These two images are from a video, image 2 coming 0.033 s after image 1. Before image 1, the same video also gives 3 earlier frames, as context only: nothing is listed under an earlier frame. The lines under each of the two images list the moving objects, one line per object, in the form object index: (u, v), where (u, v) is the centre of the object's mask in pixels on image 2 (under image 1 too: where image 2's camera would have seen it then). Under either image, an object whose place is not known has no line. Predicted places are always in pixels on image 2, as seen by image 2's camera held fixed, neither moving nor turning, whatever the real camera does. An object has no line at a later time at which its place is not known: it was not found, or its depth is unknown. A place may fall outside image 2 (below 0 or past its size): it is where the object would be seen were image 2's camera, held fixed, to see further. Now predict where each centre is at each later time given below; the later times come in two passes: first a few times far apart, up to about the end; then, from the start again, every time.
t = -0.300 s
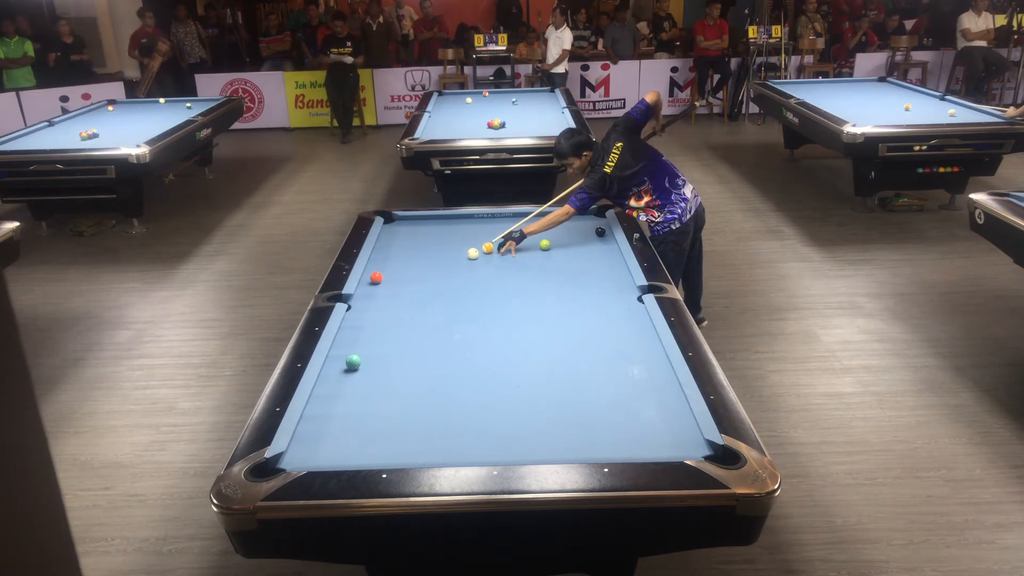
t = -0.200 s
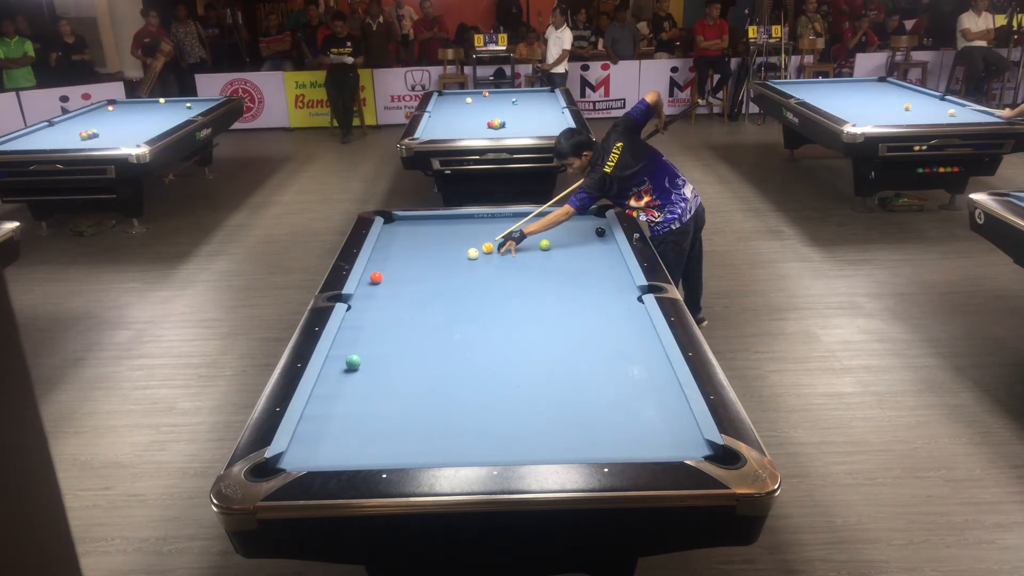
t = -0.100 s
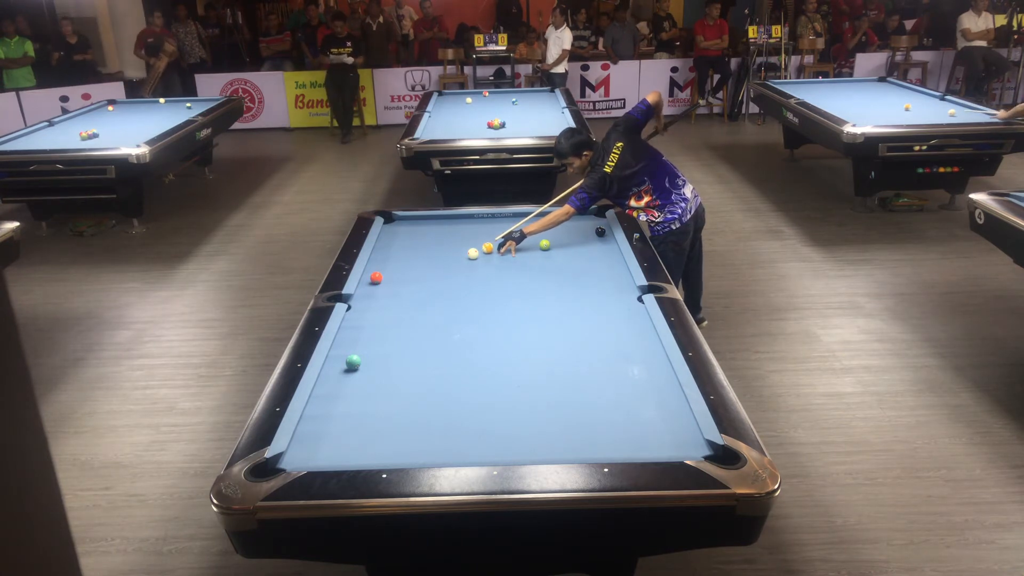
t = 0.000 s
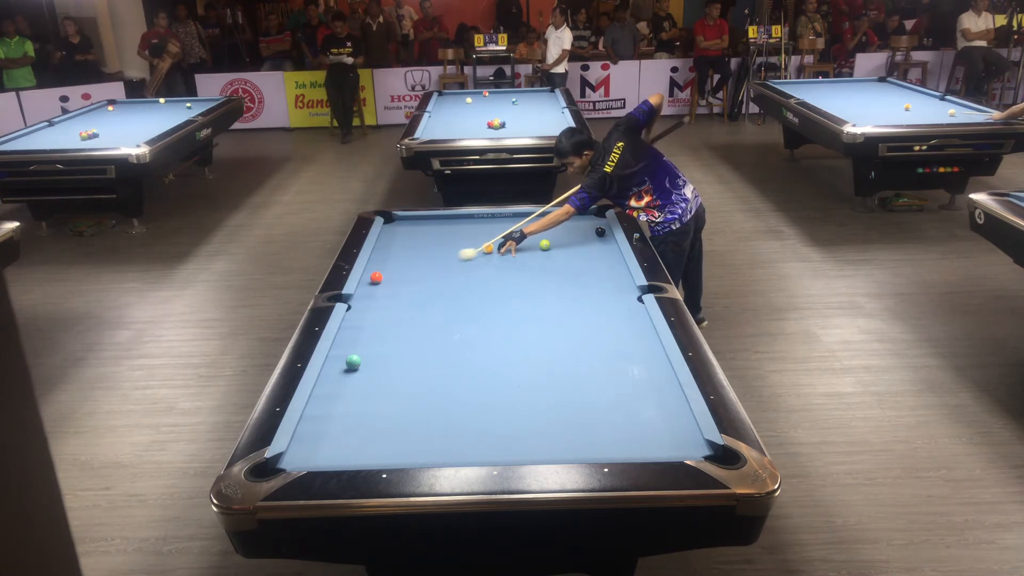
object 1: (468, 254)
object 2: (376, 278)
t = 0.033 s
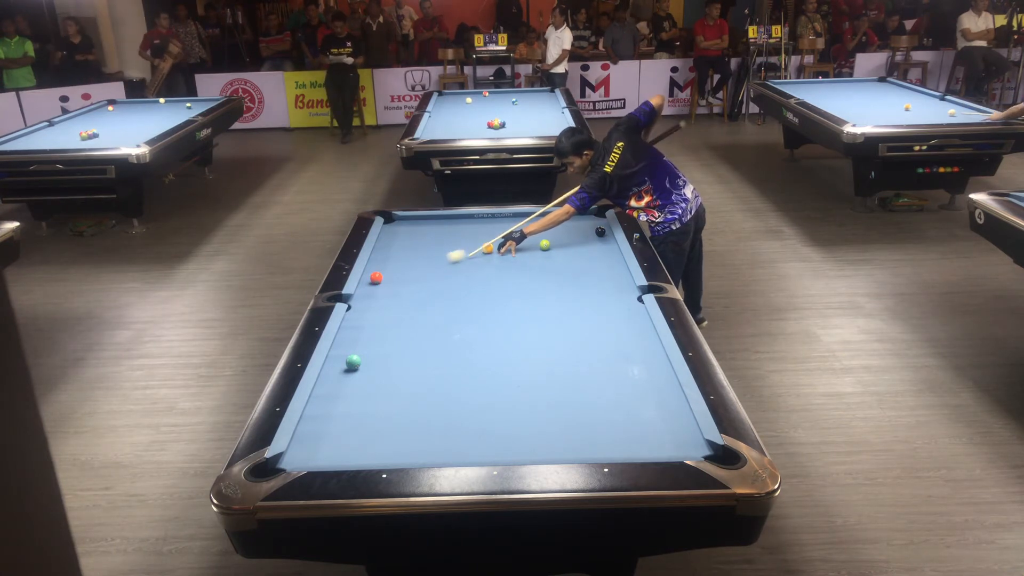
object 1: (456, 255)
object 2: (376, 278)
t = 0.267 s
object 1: (379, 272)
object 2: (373, 280)
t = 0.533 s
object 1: (388, 265)
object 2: (369, 296)
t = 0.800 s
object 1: (409, 257)
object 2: (378, 309)
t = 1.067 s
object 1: (429, 250)
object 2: (388, 323)
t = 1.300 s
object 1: (445, 244)
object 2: (396, 336)
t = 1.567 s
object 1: (462, 238)
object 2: (406, 351)
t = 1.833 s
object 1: (477, 233)
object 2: (416, 366)
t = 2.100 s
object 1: (492, 228)
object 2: (427, 382)
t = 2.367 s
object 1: (505, 223)
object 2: (438, 399)
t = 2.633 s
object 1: (516, 219)
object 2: (449, 415)
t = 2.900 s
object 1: (527, 215)
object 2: (461, 433)
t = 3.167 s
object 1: (535, 215)
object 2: (473, 450)
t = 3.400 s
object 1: (540, 216)
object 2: (482, 451)
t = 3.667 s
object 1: (546, 217)
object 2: (489, 444)
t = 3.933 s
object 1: (551, 218)
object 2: (496, 437)
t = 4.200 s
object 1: (555, 219)
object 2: (501, 431)
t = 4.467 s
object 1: (558, 220)
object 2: (506, 427)
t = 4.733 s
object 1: (560, 220)
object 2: (510, 423)
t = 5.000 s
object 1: (562, 221)
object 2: (513, 421)
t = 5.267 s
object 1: (563, 221)
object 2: (515, 419)
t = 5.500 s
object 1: (563, 221)
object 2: (516, 418)
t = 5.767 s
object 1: (563, 221)
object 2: (516, 418)
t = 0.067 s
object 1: (444, 259)
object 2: (376, 278)
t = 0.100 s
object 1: (432, 262)
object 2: (376, 278)
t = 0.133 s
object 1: (420, 265)
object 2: (376, 278)
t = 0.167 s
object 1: (408, 267)
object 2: (376, 278)
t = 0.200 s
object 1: (397, 270)
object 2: (376, 278)
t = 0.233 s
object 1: (387, 272)
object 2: (376, 278)
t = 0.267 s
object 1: (379, 272)
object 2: (373, 280)
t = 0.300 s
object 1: (374, 272)
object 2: (368, 282)
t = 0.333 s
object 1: (369, 272)
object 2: (364, 285)
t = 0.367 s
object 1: (373, 270)
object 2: (363, 288)
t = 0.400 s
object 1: (376, 269)
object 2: (365, 289)
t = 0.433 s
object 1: (379, 268)
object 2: (366, 291)
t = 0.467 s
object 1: (382, 267)
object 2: (367, 293)
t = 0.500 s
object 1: (385, 266)
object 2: (368, 294)
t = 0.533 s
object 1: (388, 265)
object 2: (369, 296)
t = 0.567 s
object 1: (391, 264)
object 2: (370, 298)
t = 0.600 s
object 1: (393, 263)
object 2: (371, 299)
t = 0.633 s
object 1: (396, 262)
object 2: (373, 301)
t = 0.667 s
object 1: (399, 261)
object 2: (374, 303)
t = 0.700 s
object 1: (401, 260)
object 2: (375, 304)
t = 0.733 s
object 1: (404, 259)
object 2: (376, 306)
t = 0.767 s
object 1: (407, 258)
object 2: (377, 308)
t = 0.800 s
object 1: (409, 257)
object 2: (378, 309)
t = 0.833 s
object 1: (412, 256)
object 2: (379, 311)
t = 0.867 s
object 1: (415, 255)
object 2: (380, 313)
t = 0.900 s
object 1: (417, 255)
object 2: (381, 314)
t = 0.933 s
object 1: (420, 254)
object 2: (383, 316)
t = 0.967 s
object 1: (422, 253)
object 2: (384, 318)
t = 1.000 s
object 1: (425, 252)
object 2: (385, 320)
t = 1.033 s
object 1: (427, 251)
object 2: (386, 322)
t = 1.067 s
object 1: (429, 250)
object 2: (388, 323)
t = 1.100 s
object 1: (432, 249)
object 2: (389, 325)
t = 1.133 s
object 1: (434, 248)
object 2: (390, 327)
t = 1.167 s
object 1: (436, 248)
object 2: (391, 329)
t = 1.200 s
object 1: (439, 247)
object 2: (392, 331)
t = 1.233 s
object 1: (441, 246)
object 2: (393, 332)
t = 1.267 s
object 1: (443, 245)
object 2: (395, 334)
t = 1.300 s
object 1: (445, 244)
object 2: (396, 336)
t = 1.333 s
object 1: (448, 243)
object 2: (397, 337)
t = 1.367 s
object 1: (449, 243)
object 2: (398, 339)
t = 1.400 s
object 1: (452, 242)
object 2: (400, 341)
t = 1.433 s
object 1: (454, 241)
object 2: (401, 343)
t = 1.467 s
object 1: (456, 241)
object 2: (402, 345)
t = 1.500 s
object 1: (458, 240)
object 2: (403, 347)
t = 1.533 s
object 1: (460, 239)
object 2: (405, 349)
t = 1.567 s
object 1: (462, 238)
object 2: (406, 351)
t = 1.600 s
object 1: (464, 238)
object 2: (407, 353)
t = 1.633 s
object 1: (466, 237)
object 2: (409, 355)
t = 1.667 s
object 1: (468, 236)
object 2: (410, 357)
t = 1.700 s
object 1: (470, 235)
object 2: (411, 358)
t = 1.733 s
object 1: (472, 235)
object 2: (412, 360)
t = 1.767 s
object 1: (474, 234)
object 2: (414, 362)
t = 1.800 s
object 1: (476, 233)
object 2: (415, 364)
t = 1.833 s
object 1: (477, 233)
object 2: (416, 366)
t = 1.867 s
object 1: (479, 232)
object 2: (417, 368)
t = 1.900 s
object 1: (481, 232)
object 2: (419, 370)
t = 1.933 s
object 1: (483, 231)
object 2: (420, 372)
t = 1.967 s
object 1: (485, 230)
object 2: (421, 374)
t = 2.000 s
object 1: (486, 230)
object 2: (423, 377)
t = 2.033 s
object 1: (488, 229)
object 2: (424, 378)
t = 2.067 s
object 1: (490, 229)
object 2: (426, 380)
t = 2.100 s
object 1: (492, 228)
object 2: (427, 382)
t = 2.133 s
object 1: (493, 227)
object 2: (428, 384)
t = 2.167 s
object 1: (495, 227)
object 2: (430, 386)
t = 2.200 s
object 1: (496, 226)
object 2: (431, 388)
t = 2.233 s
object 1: (498, 226)
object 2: (432, 390)
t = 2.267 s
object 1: (500, 225)
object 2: (434, 392)
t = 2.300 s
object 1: (501, 224)
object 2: (435, 395)
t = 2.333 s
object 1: (503, 224)
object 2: (437, 397)
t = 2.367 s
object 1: (505, 223)
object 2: (438, 399)
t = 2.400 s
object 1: (506, 223)
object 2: (439, 401)
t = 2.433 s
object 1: (508, 222)
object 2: (441, 403)
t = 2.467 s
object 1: (509, 222)
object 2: (442, 405)
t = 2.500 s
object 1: (511, 221)
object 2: (444, 407)
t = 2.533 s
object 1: (512, 221)
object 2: (445, 409)
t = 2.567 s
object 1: (513, 220)
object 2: (447, 411)
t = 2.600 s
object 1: (515, 220)
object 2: (448, 413)
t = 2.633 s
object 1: (516, 219)
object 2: (449, 415)
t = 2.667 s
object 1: (518, 219)
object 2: (451, 417)
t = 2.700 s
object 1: (519, 218)
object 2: (452, 420)
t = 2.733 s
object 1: (520, 218)
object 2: (454, 422)
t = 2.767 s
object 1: (522, 217)
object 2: (456, 424)
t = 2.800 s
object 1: (523, 217)
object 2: (457, 426)
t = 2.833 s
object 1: (525, 216)
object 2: (458, 429)
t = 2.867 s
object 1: (526, 216)
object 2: (460, 431)
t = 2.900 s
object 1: (527, 215)
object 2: (461, 433)
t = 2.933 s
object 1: (528, 215)
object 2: (463, 435)
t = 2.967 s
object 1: (530, 214)
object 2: (464, 437)
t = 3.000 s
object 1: (531, 214)
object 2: (466, 440)
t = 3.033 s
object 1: (532, 214)
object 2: (467, 442)
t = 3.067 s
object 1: (532, 215)
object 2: (469, 444)
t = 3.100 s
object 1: (533, 215)
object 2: (470, 446)
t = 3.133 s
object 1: (534, 215)
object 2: (472, 448)
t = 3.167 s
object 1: (535, 215)
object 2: (473, 450)
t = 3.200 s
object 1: (536, 215)
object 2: (475, 451)
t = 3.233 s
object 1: (537, 216)
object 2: (476, 453)
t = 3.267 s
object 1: (537, 216)
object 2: (478, 453)
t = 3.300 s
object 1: (538, 216)
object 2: (479, 453)
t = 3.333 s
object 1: (539, 216)
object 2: (480, 452)
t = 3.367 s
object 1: (540, 216)
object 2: (481, 452)
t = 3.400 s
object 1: (540, 216)
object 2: (482, 451)
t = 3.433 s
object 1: (541, 217)
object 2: (483, 450)
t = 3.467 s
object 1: (542, 217)
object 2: (484, 450)
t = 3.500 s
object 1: (543, 217)
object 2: (485, 449)
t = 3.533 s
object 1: (543, 217)
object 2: (485, 448)
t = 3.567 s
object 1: (544, 217)
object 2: (487, 448)
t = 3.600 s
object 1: (545, 217)
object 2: (487, 446)
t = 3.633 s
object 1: (545, 217)
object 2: (488, 445)
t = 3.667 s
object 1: (546, 217)
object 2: (489, 444)
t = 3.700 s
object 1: (547, 218)
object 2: (490, 443)
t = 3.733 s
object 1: (547, 218)
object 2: (491, 442)
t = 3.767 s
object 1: (548, 218)
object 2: (492, 441)
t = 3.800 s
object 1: (549, 218)
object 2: (493, 441)
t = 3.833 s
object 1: (549, 218)
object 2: (493, 440)
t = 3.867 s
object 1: (549, 218)
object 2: (494, 439)
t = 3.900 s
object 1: (550, 218)
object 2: (495, 438)
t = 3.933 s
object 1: (551, 218)
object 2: (496, 437)
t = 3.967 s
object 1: (551, 218)
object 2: (496, 436)
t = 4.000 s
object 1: (552, 219)
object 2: (497, 435)
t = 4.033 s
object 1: (552, 219)
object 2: (498, 435)
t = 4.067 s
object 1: (553, 219)
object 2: (498, 434)
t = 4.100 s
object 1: (553, 219)
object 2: (499, 433)
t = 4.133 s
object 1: (554, 219)
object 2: (500, 432)
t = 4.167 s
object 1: (554, 219)
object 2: (500, 432)
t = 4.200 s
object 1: (555, 219)
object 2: (501, 431)
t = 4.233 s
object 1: (555, 219)
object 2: (502, 431)
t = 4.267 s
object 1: (555, 219)
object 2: (502, 430)
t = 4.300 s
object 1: (556, 220)
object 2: (503, 429)
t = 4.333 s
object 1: (556, 220)
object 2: (503, 429)
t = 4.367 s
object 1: (557, 220)
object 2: (504, 428)
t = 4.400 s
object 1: (557, 220)
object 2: (504, 428)
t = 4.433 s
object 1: (558, 220)
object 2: (505, 427)
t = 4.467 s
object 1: (558, 220)
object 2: (506, 427)
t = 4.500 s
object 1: (558, 220)
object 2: (506, 426)
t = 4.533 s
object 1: (559, 220)
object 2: (507, 425)
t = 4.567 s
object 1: (559, 220)
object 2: (507, 425)
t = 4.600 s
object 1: (559, 220)
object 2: (508, 425)
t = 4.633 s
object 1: (559, 220)
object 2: (508, 424)
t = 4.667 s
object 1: (560, 220)
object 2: (509, 424)
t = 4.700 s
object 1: (560, 220)
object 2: (509, 423)
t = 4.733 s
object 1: (560, 220)
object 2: (510, 423)
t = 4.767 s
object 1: (560, 221)
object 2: (510, 423)
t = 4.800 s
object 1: (561, 221)
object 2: (510, 422)
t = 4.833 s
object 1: (561, 221)
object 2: (511, 422)
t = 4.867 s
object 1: (561, 221)
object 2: (511, 422)
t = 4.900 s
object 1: (561, 221)
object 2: (512, 421)
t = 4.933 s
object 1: (561, 221)
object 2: (512, 421)
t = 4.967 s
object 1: (562, 221)
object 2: (513, 421)
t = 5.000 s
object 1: (562, 221)
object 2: (513, 421)
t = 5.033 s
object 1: (562, 221)
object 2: (513, 420)
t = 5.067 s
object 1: (562, 221)
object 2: (514, 420)
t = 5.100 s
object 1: (562, 221)
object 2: (514, 420)
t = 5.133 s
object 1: (562, 221)
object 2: (514, 420)
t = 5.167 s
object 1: (562, 221)
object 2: (515, 419)
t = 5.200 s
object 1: (562, 221)
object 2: (515, 419)
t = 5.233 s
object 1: (563, 221)
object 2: (515, 419)
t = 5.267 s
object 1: (563, 221)
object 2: (515, 419)
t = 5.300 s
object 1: (563, 221)
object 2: (515, 419)
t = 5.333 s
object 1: (563, 221)
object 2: (516, 419)
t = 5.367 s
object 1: (563, 221)
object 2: (516, 419)
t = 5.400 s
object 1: (563, 221)
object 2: (516, 419)
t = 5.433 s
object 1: (563, 221)
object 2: (516, 418)
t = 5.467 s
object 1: (563, 221)
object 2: (516, 418)
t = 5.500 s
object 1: (563, 221)
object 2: (516, 418)
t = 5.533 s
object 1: (563, 221)
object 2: (516, 418)
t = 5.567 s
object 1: (563, 221)
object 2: (516, 418)
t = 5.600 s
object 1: (563, 221)
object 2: (516, 418)
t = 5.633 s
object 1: (563, 221)
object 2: (516, 418)
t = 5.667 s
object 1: (563, 221)
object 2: (516, 418)
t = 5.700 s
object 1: (563, 221)
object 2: (516, 418)
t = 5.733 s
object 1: (563, 221)
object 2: (516, 418)
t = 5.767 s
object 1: (563, 221)
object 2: (516, 418)
